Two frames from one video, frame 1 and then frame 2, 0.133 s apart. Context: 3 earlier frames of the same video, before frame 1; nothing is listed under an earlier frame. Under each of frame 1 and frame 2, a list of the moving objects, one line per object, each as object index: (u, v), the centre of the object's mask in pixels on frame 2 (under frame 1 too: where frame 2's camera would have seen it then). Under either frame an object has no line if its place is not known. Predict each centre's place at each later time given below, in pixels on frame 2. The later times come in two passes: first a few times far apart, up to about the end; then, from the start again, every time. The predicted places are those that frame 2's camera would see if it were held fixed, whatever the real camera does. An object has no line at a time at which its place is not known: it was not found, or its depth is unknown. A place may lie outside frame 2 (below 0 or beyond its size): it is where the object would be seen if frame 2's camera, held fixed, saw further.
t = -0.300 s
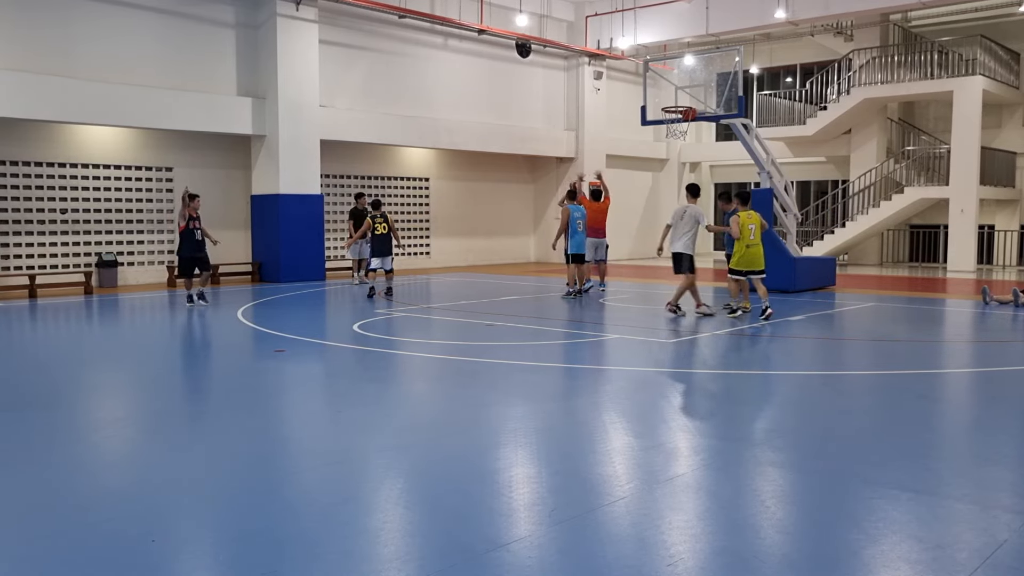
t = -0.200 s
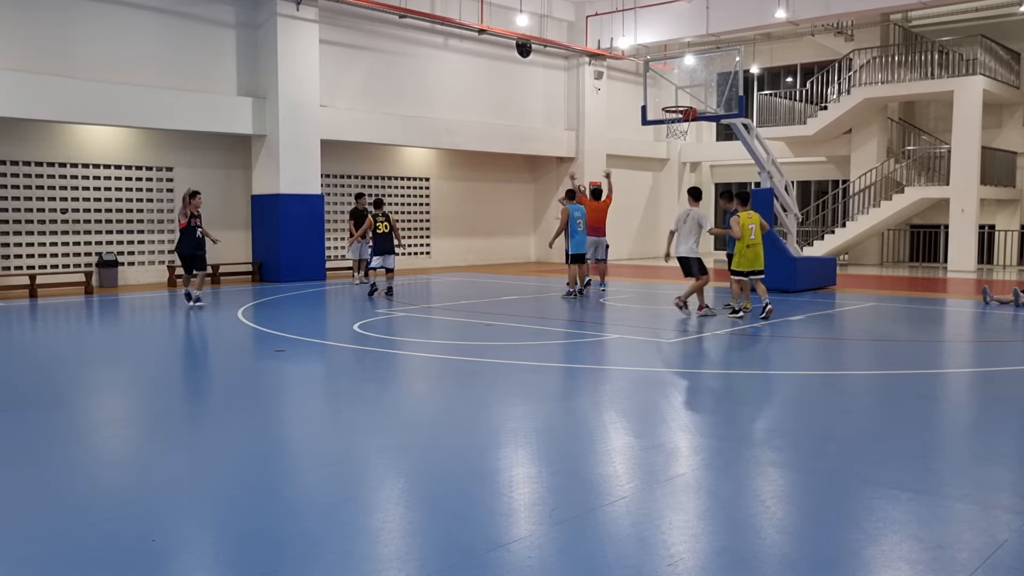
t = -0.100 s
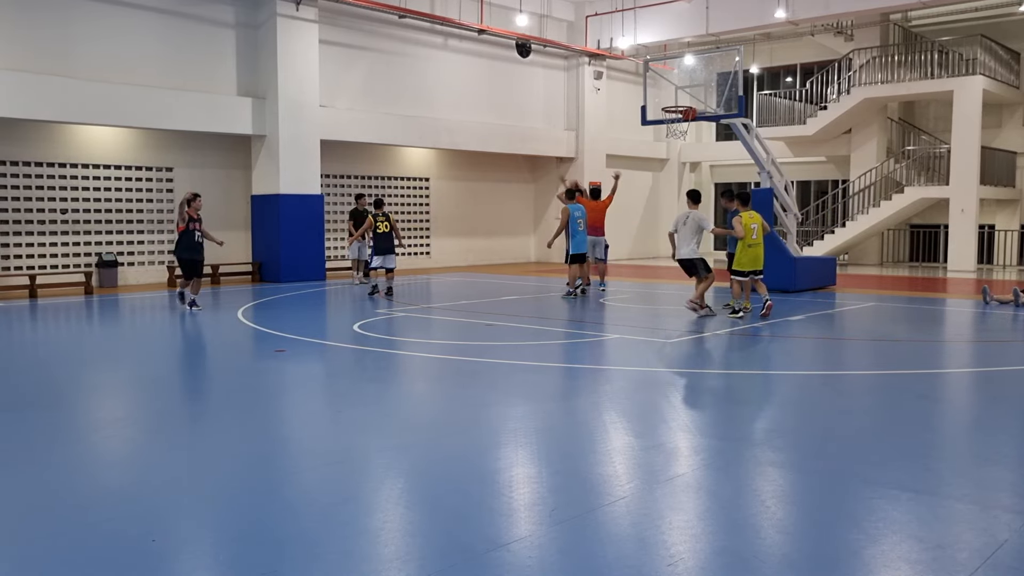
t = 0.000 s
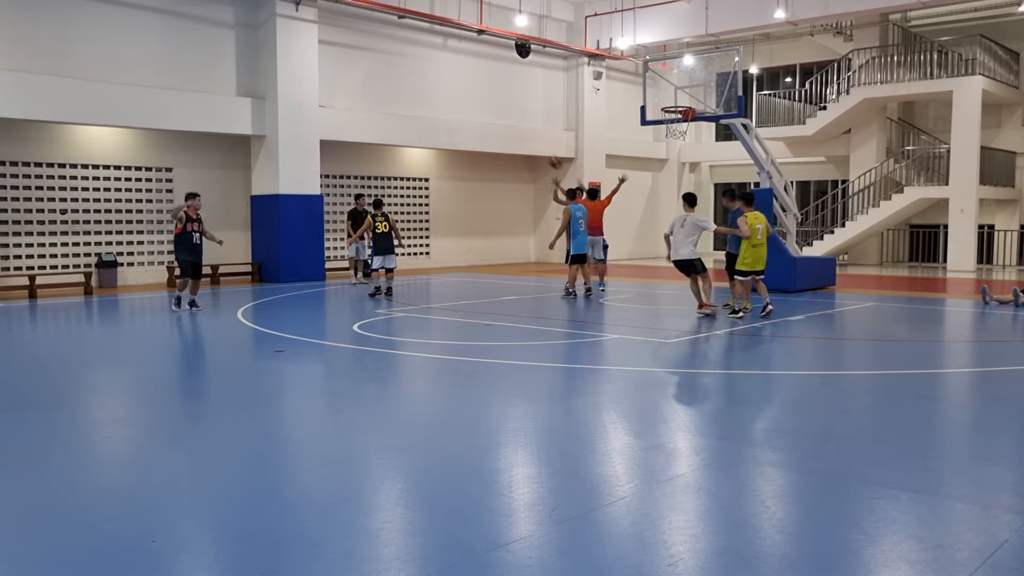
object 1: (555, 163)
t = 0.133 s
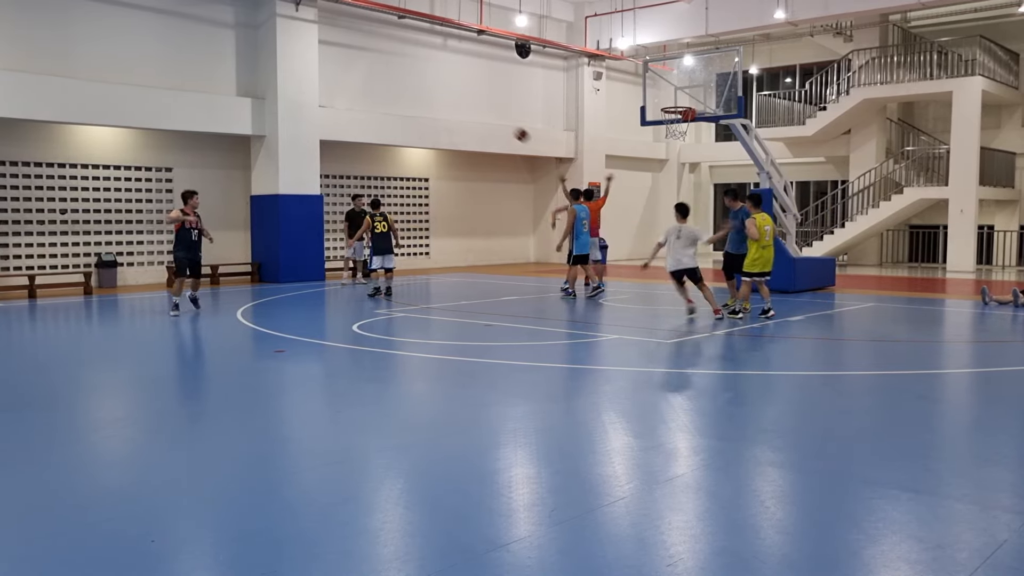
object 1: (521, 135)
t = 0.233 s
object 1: (494, 118)
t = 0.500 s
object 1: (406, 98)
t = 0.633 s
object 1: (354, 107)
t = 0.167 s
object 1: (513, 129)
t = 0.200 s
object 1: (504, 123)
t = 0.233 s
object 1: (494, 118)
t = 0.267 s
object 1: (484, 114)
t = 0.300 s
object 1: (474, 109)
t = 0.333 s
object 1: (464, 106)
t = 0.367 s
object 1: (453, 103)
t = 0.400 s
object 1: (442, 101)
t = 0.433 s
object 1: (430, 99)
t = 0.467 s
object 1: (419, 98)
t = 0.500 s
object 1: (406, 98)
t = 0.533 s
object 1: (394, 99)
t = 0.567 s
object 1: (381, 101)
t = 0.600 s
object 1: (368, 104)
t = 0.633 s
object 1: (354, 107)
